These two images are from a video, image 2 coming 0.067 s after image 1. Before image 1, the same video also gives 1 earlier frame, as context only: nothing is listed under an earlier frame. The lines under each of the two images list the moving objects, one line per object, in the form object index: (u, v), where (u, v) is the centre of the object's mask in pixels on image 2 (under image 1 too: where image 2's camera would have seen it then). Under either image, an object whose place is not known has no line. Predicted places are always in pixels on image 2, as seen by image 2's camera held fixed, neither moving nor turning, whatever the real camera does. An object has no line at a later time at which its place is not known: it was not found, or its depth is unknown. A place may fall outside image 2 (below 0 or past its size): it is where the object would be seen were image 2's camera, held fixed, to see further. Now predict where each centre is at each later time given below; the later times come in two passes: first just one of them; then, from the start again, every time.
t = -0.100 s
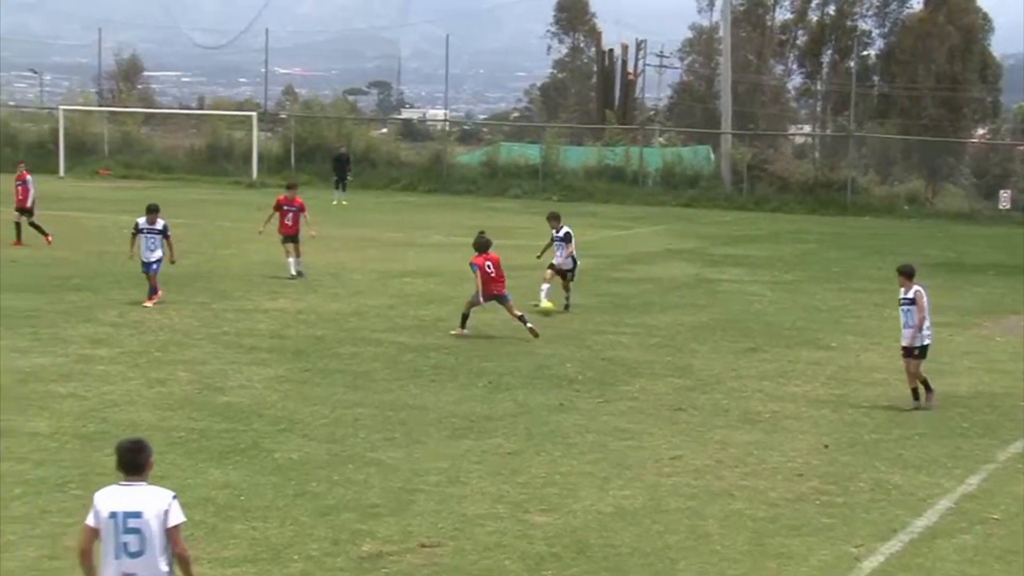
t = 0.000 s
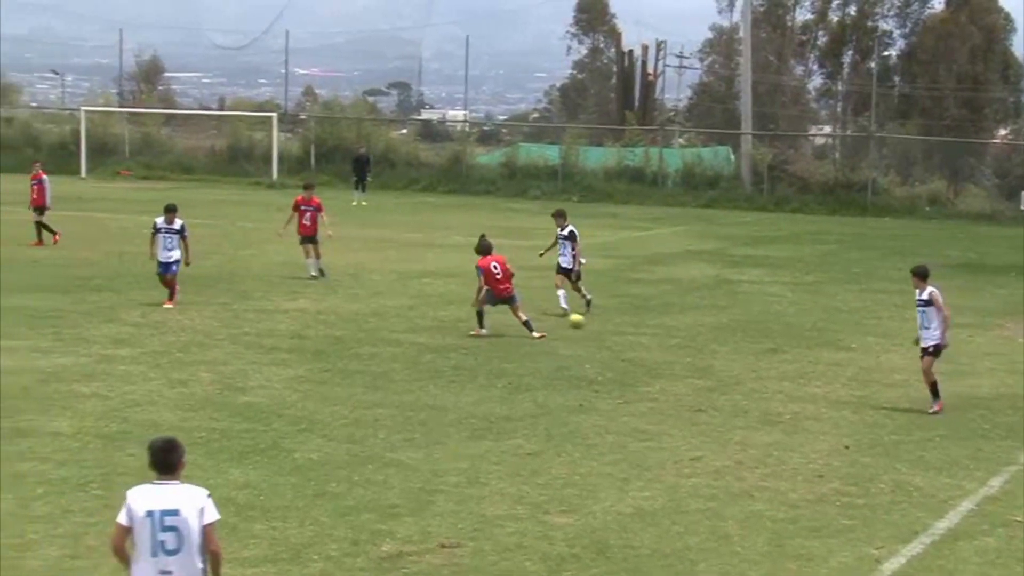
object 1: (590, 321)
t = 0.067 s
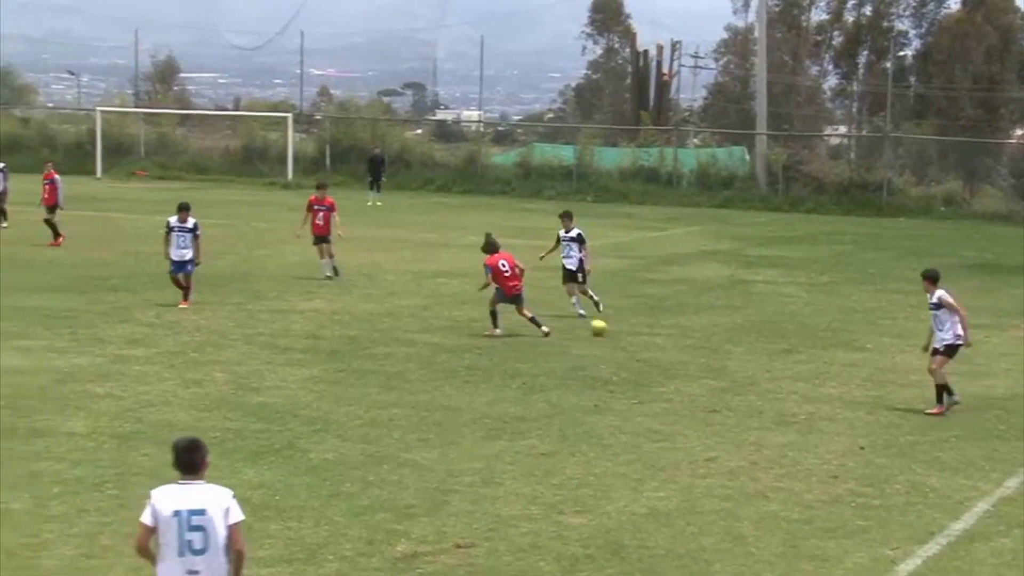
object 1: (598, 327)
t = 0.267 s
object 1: (620, 351)
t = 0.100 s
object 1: (602, 331)
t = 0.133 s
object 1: (605, 335)
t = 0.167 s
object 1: (609, 340)
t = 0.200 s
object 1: (612, 344)
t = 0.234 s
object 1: (616, 348)
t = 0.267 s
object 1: (620, 351)
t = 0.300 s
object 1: (624, 354)
